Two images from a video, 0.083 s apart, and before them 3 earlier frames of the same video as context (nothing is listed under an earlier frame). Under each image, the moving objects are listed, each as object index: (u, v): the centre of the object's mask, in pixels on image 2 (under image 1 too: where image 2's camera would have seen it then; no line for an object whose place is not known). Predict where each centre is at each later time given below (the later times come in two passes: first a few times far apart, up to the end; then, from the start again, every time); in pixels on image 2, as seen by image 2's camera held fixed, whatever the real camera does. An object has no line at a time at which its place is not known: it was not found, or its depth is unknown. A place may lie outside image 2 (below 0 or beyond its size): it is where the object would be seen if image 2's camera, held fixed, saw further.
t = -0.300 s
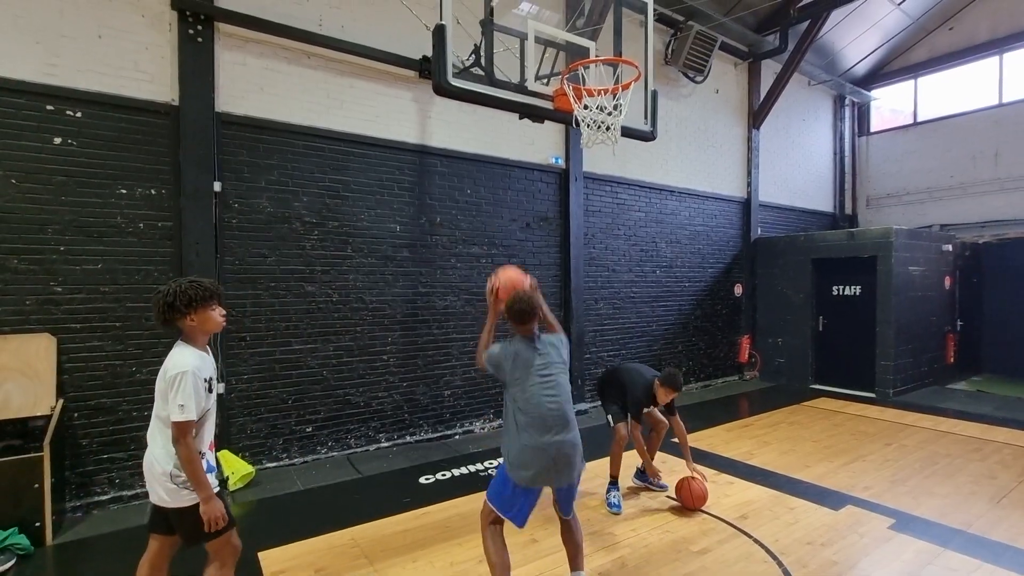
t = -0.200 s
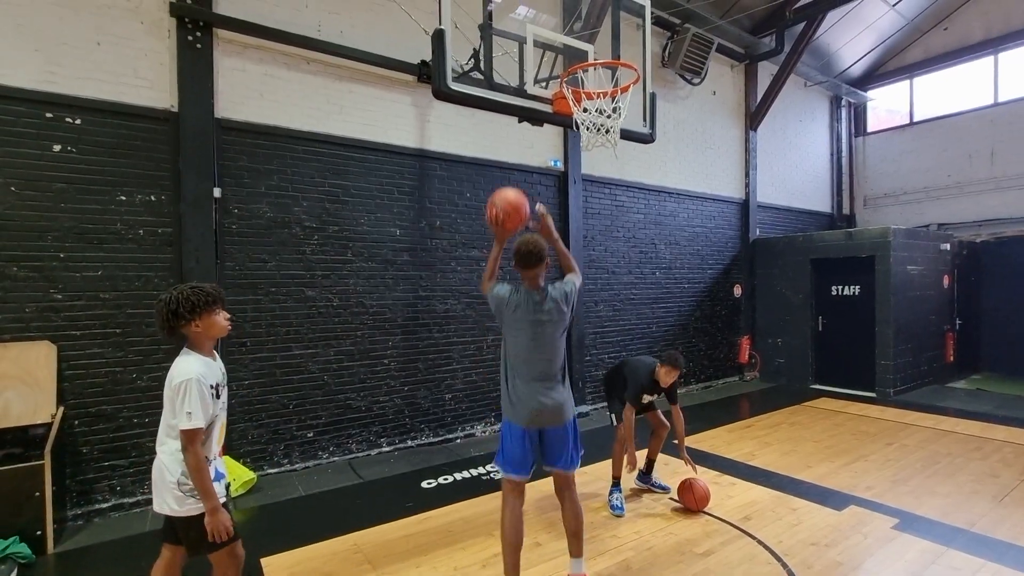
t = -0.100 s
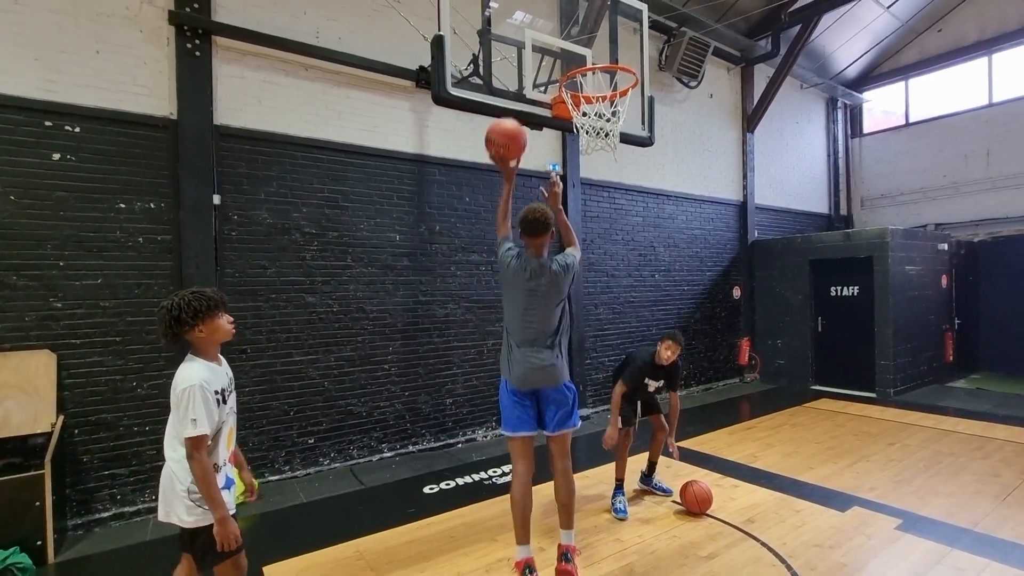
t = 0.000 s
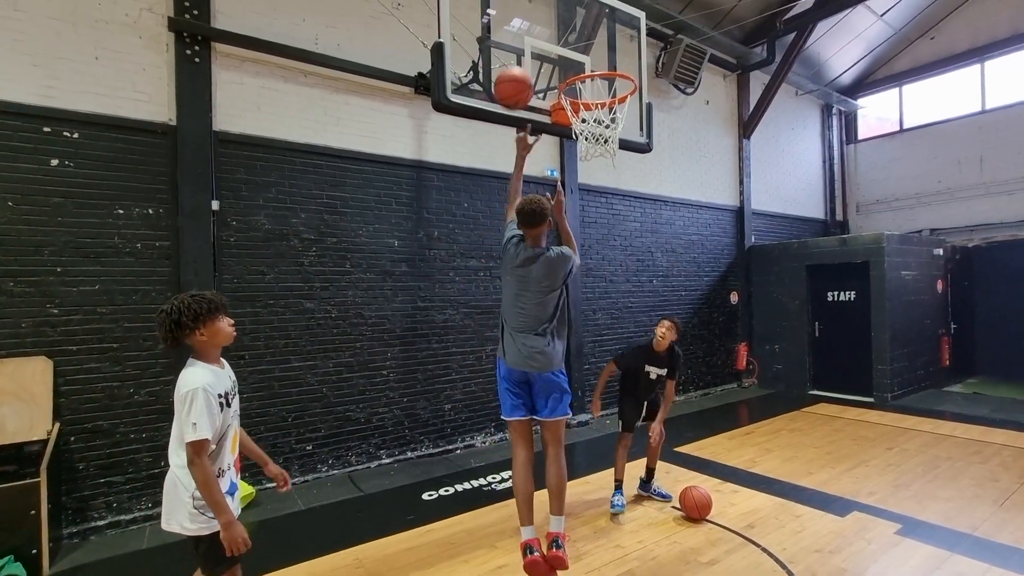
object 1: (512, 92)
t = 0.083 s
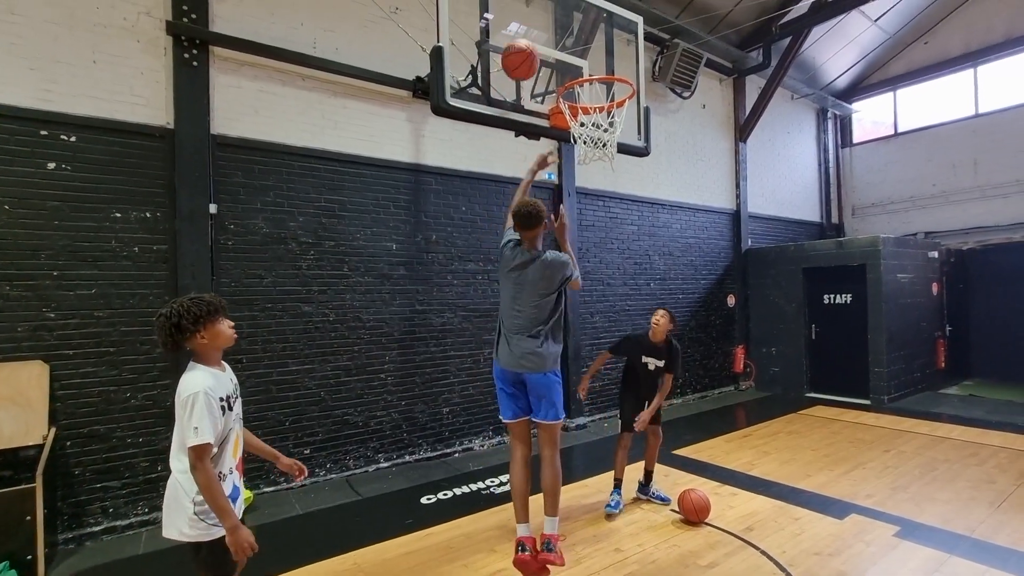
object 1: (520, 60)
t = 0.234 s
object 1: (544, 35)
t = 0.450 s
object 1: (582, 59)
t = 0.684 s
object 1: (614, 149)
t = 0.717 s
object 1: (613, 158)
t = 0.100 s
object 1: (522, 55)
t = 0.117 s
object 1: (523, 52)
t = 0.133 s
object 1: (527, 47)
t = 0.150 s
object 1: (529, 44)
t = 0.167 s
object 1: (532, 42)
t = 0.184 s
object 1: (535, 39)
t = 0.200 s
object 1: (538, 38)
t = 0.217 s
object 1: (541, 36)
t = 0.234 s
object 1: (544, 35)
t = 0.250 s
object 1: (547, 34)
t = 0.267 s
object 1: (550, 34)
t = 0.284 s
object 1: (553, 34)
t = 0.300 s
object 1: (555, 35)
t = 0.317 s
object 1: (558, 36)
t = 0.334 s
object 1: (561, 37)
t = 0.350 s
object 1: (564, 39)
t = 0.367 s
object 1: (567, 41)
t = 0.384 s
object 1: (570, 44)
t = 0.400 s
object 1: (573, 47)
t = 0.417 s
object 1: (576, 51)
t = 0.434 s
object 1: (579, 55)
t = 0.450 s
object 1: (582, 59)
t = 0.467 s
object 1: (585, 62)
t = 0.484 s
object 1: (588, 64)
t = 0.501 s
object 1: (591, 74)
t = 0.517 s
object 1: (596, 82)
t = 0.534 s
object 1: (598, 91)
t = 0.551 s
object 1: (600, 97)
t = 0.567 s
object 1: (604, 103)
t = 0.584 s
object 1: (609, 110)
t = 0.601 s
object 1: (611, 120)
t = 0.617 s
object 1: (611, 128)
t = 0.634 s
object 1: (612, 132)
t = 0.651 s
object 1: (612, 137)
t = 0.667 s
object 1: (614, 142)
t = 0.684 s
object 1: (614, 149)
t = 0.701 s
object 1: (613, 153)
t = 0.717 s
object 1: (613, 158)
